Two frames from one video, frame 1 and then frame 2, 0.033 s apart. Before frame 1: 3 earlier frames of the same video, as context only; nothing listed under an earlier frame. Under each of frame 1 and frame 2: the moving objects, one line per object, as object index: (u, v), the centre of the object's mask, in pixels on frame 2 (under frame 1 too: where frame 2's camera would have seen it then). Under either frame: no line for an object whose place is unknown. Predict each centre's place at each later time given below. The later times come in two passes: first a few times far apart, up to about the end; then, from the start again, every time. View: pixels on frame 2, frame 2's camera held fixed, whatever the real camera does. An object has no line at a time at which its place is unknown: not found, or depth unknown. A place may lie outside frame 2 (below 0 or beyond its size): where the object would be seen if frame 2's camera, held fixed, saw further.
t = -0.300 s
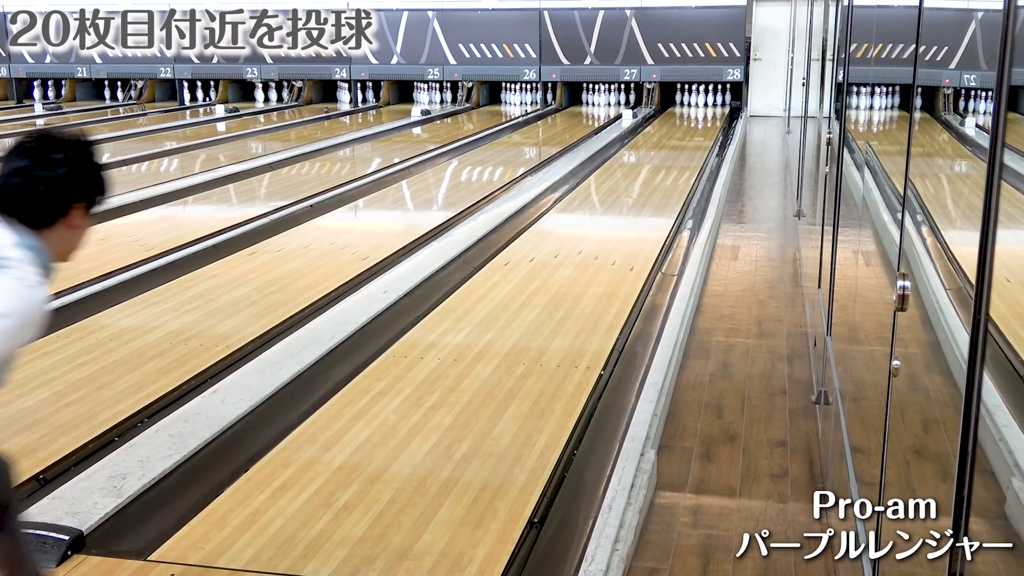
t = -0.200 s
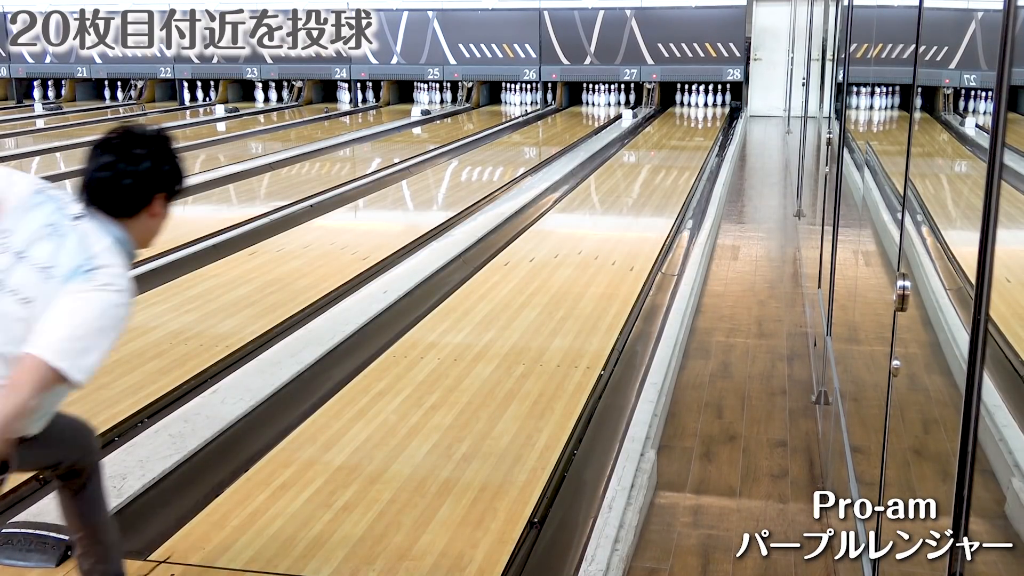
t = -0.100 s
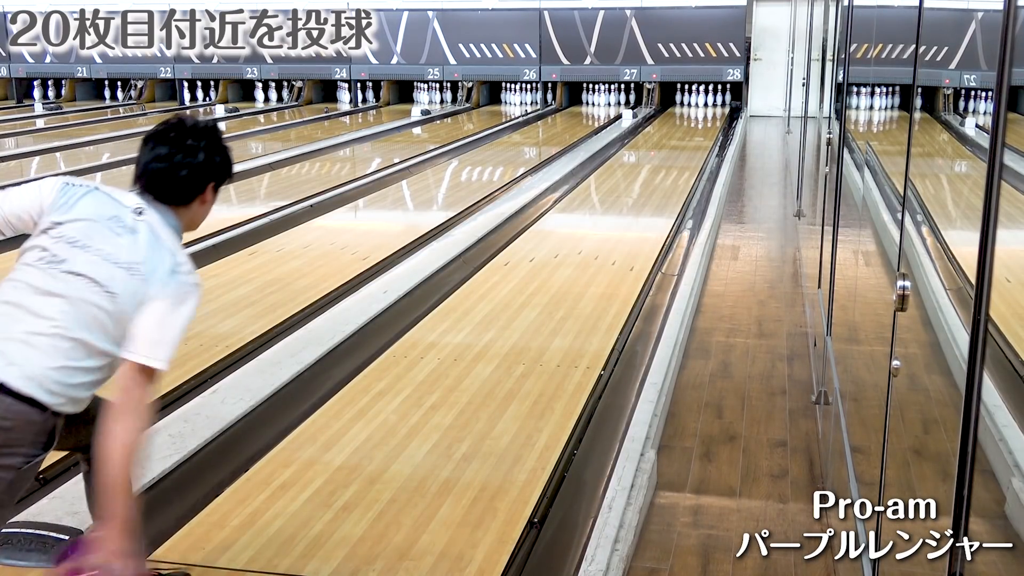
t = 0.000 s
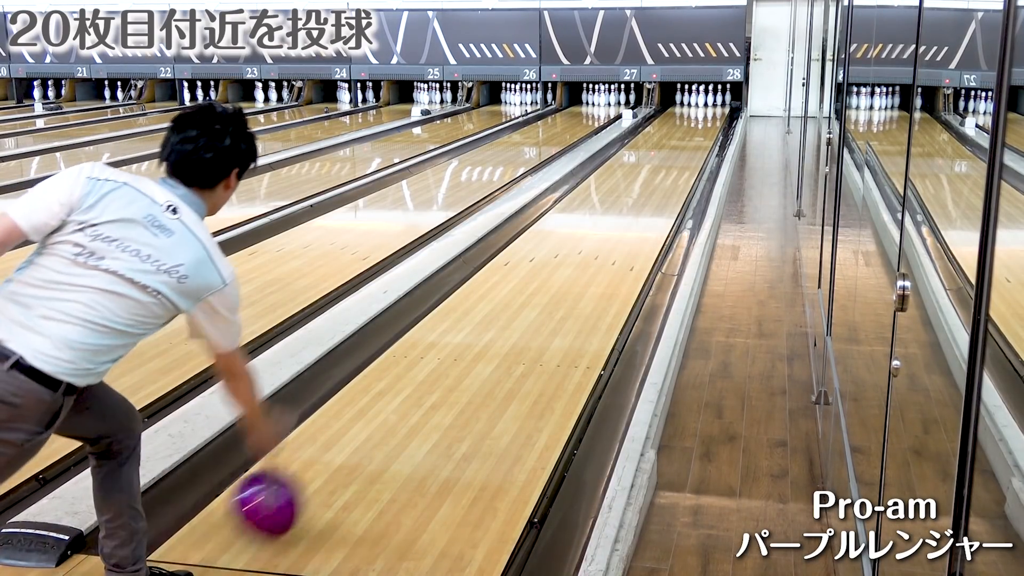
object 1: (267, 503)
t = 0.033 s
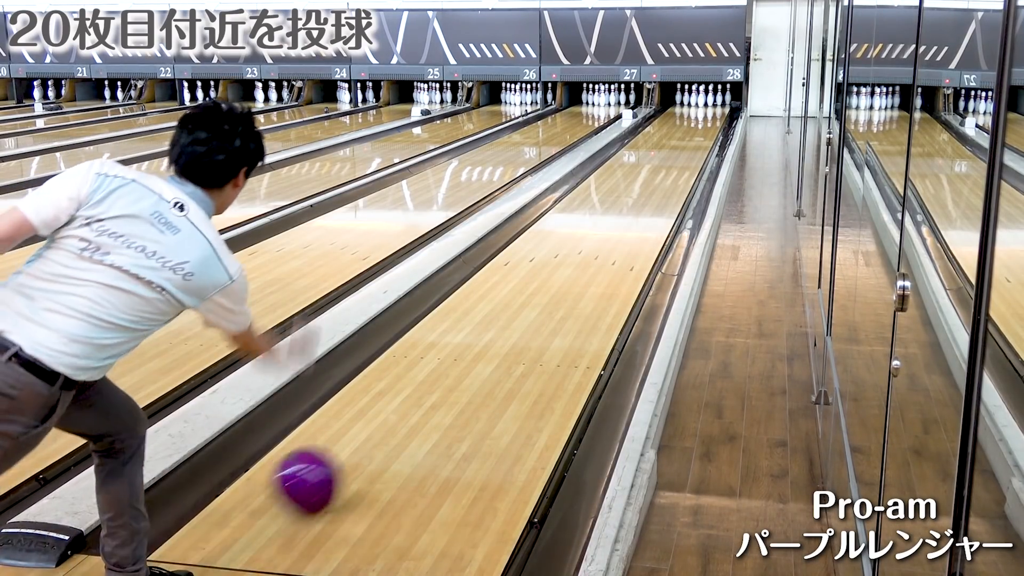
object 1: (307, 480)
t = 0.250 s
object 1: (472, 343)
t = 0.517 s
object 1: (576, 256)
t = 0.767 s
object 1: (631, 209)
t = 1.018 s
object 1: (666, 177)
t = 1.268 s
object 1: (690, 155)
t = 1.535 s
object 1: (706, 138)
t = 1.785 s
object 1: (714, 125)
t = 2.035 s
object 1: (714, 116)
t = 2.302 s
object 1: (711, 108)
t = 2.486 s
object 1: (708, 103)
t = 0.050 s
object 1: (324, 467)
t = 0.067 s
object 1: (341, 453)
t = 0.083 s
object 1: (356, 440)
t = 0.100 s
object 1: (371, 428)
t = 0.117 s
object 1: (385, 416)
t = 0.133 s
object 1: (398, 405)
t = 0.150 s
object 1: (411, 395)
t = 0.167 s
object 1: (422, 385)
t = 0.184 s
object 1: (433, 376)
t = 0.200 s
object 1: (444, 367)
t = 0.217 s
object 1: (454, 359)
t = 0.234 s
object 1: (463, 351)
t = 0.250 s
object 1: (472, 343)
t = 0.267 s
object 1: (481, 336)
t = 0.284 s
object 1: (490, 329)
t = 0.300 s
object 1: (498, 322)
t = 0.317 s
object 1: (505, 315)
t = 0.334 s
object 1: (513, 309)
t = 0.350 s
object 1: (519, 304)
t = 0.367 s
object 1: (526, 298)
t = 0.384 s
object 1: (533, 293)
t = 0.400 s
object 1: (539, 287)
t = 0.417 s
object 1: (545, 283)
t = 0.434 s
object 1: (550, 278)
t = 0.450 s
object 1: (556, 273)
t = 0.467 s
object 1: (561, 269)
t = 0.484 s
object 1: (567, 264)
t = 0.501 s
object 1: (571, 260)
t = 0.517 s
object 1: (576, 256)
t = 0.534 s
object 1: (580, 252)
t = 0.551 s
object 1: (585, 248)
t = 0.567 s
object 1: (589, 245)
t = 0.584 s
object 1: (593, 241)
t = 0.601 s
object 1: (597, 238)
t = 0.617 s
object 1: (601, 234)
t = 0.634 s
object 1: (605, 231)
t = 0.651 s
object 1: (609, 228)
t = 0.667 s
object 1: (612, 225)
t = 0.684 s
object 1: (615, 222)
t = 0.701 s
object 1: (619, 219)
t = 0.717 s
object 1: (622, 216)
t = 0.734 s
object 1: (625, 214)
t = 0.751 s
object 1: (628, 211)
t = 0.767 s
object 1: (631, 209)
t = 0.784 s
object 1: (634, 206)
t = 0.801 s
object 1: (637, 204)
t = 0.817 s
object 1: (640, 201)
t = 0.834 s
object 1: (642, 199)
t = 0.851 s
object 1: (645, 196)
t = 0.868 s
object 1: (647, 195)
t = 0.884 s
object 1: (649, 192)
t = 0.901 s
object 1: (652, 190)
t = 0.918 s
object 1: (654, 188)
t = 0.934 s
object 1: (656, 186)
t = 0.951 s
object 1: (658, 184)
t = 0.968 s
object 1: (661, 182)
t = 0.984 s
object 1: (662, 181)
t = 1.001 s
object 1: (664, 179)
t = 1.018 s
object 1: (666, 177)
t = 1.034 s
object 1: (668, 175)
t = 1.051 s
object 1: (670, 174)
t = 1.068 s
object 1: (672, 172)
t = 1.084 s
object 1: (674, 170)
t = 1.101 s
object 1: (675, 169)
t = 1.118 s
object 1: (677, 167)
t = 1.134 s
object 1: (679, 166)
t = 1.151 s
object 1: (680, 164)
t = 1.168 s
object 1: (682, 163)
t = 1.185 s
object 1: (683, 161)
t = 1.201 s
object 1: (685, 160)
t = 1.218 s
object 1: (686, 159)
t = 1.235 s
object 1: (688, 157)
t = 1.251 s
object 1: (689, 156)
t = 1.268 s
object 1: (690, 155)
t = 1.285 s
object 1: (691, 153)
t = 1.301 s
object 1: (692, 152)
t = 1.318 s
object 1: (694, 151)
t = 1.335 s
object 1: (695, 150)
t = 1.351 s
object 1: (696, 149)
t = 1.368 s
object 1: (697, 147)
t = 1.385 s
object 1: (698, 147)
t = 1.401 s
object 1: (699, 146)
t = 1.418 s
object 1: (700, 144)
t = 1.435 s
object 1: (701, 143)
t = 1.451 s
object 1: (702, 142)
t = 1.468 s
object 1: (703, 141)
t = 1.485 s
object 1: (704, 140)
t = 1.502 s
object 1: (704, 139)
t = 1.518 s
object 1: (705, 139)
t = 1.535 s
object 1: (706, 138)
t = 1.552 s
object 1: (707, 137)
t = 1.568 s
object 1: (708, 136)
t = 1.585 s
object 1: (708, 135)
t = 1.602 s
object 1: (709, 134)
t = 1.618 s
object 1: (709, 133)
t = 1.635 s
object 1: (710, 132)
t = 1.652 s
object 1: (711, 131)
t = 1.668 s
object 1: (711, 131)
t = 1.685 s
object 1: (712, 130)
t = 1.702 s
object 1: (712, 129)
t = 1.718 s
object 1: (713, 128)
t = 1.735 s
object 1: (713, 127)
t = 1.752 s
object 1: (713, 127)
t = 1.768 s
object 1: (713, 126)
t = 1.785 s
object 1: (714, 125)
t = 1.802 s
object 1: (714, 125)
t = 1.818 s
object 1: (714, 124)
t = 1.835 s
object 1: (714, 123)
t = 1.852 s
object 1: (714, 122)
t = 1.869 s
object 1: (714, 122)
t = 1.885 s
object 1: (714, 121)
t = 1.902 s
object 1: (714, 121)
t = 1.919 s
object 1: (715, 120)
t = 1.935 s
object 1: (715, 119)
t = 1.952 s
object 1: (714, 118)
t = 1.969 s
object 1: (714, 118)
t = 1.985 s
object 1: (715, 117)
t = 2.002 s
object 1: (715, 117)
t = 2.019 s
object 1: (714, 116)
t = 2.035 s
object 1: (714, 116)
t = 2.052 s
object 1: (714, 115)
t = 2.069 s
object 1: (714, 115)
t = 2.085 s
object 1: (714, 114)
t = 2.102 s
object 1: (714, 114)
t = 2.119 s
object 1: (714, 113)
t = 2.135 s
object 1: (714, 113)
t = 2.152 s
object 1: (713, 112)
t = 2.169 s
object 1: (713, 112)
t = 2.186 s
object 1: (713, 111)
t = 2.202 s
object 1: (713, 111)
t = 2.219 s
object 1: (713, 110)
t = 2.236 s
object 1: (712, 110)
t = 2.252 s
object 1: (712, 109)
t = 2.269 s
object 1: (711, 109)
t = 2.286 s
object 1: (711, 108)
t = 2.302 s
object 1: (711, 108)
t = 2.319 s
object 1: (710, 108)
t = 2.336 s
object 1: (710, 107)
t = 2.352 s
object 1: (710, 107)
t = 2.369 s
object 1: (709, 106)
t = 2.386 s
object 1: (709, 106)
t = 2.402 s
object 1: (709, 105)
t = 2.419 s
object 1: (709, 105)
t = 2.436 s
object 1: (708, 105)
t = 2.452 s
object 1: (708, 104)
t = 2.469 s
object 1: (708, 104)
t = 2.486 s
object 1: (708, 103)
